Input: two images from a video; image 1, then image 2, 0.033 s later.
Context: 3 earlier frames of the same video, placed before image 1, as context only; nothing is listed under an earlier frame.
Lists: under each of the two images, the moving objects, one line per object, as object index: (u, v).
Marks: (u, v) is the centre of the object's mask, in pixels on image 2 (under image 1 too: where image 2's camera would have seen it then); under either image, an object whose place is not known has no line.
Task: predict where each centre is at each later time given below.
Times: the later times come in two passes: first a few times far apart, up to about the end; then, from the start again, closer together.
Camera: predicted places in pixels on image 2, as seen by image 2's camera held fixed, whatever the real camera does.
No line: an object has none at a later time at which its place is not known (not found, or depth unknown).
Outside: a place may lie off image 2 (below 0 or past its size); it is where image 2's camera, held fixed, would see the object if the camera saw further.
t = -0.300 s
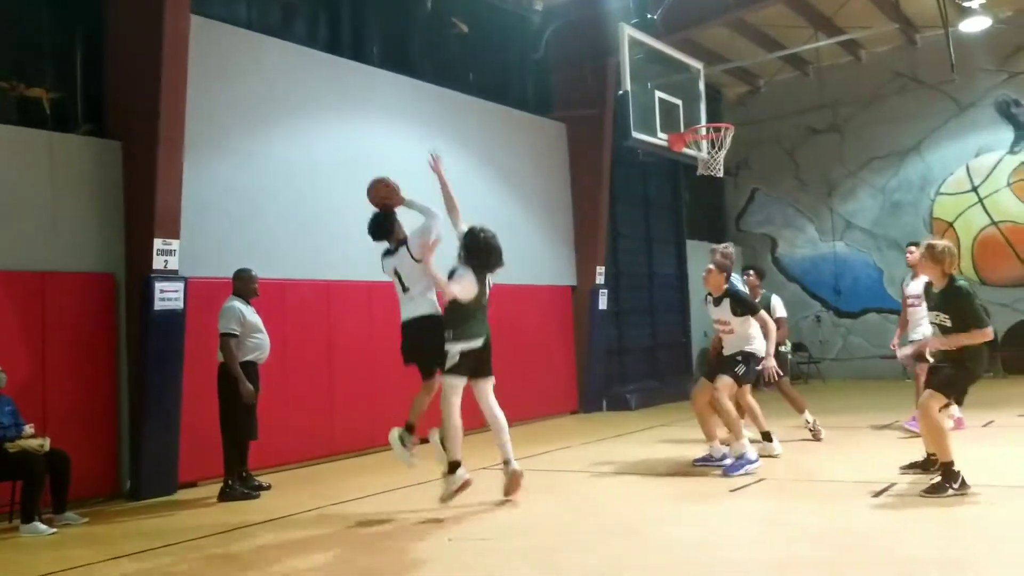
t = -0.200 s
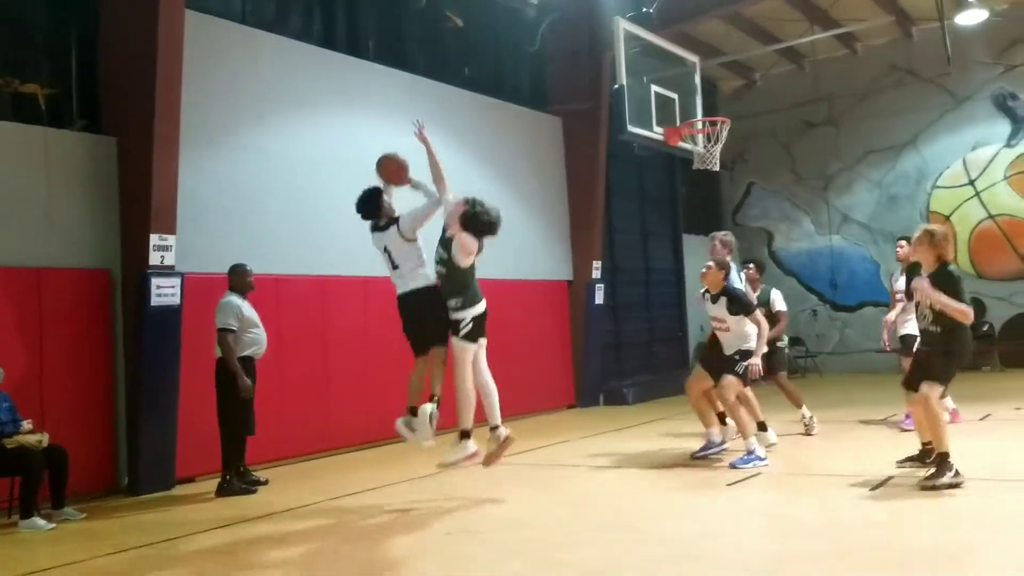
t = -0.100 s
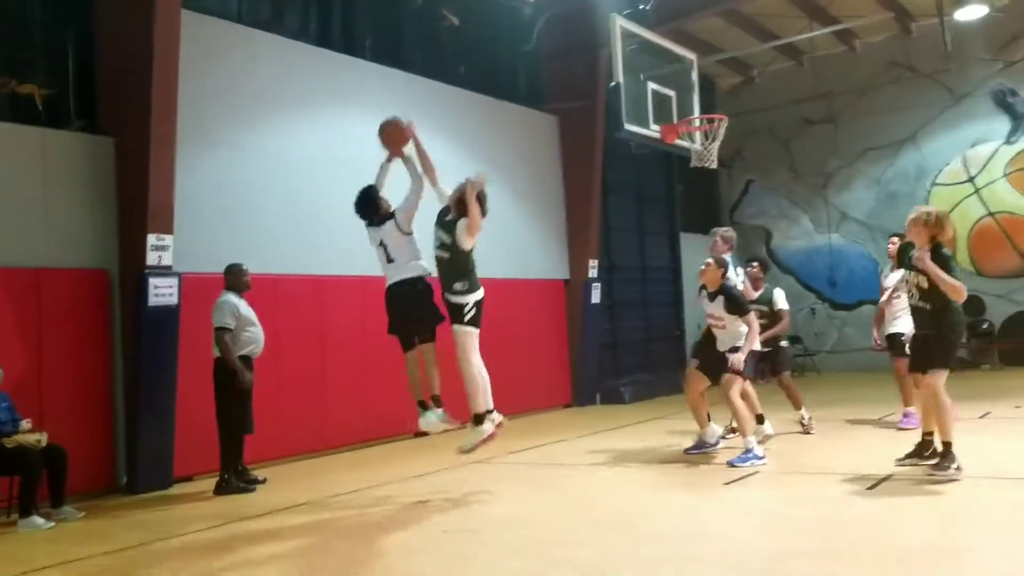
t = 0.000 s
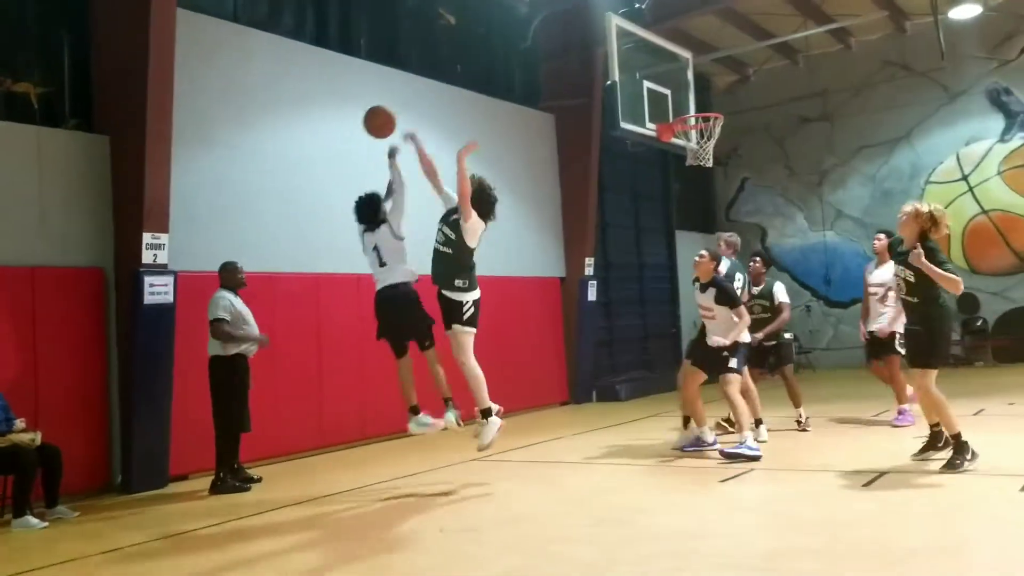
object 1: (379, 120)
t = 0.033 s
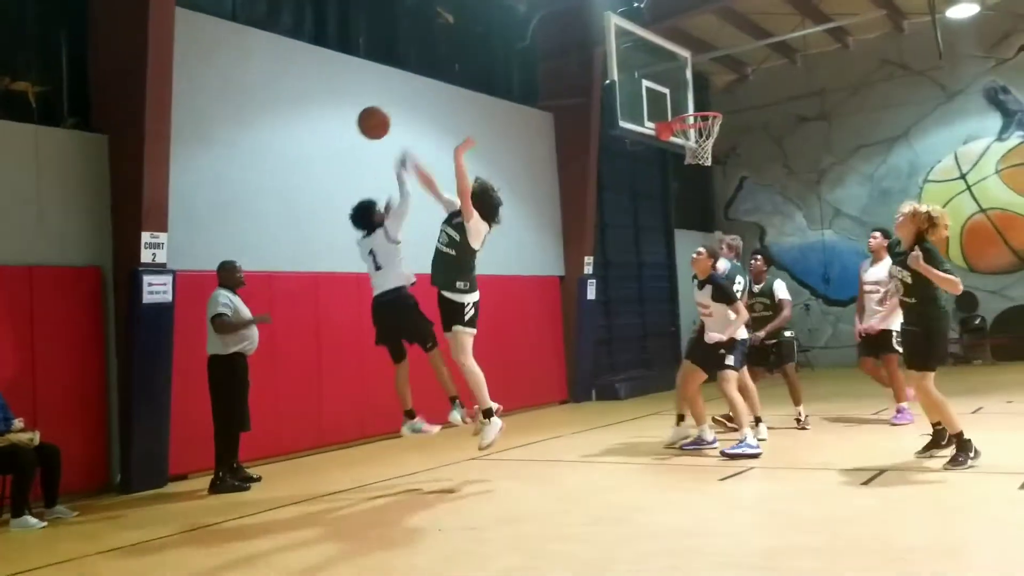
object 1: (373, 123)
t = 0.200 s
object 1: (349, 156)
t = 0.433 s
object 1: (320, 264)
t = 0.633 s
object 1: (297, 419)
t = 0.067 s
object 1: (368, 127)
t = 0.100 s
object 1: (363, 132)
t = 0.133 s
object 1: (359, 138)
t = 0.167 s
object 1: (354, 146)
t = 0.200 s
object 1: (349, 156)
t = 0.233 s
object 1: (345, 167)
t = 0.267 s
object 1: (340, 180)
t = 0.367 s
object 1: (328, 226)
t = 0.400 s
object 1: (324, 245)
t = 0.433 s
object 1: (320, 264)
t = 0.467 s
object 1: (317, 286)
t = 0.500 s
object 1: (313, 309)
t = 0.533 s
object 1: (309, 333)
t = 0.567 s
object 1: (304, 360)
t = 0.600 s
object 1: (301, 390)
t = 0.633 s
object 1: (297, 419)
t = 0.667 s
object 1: (295, 452)
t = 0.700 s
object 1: (290, 484)
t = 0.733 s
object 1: (291, 474)
